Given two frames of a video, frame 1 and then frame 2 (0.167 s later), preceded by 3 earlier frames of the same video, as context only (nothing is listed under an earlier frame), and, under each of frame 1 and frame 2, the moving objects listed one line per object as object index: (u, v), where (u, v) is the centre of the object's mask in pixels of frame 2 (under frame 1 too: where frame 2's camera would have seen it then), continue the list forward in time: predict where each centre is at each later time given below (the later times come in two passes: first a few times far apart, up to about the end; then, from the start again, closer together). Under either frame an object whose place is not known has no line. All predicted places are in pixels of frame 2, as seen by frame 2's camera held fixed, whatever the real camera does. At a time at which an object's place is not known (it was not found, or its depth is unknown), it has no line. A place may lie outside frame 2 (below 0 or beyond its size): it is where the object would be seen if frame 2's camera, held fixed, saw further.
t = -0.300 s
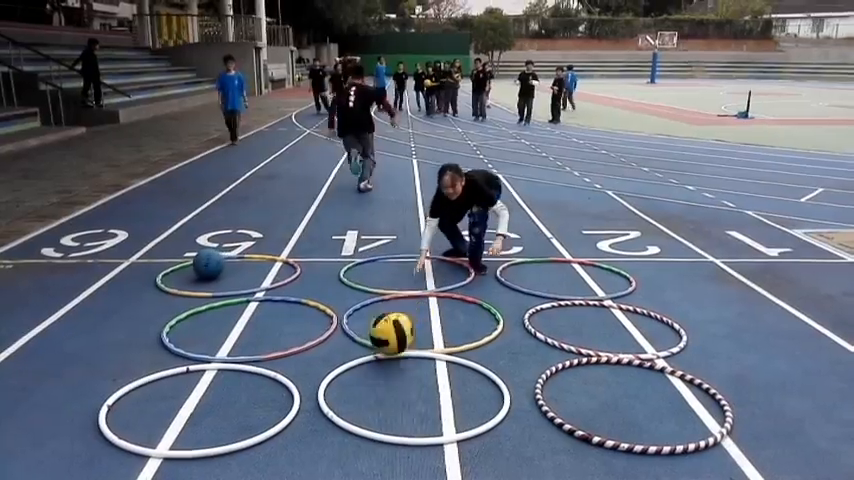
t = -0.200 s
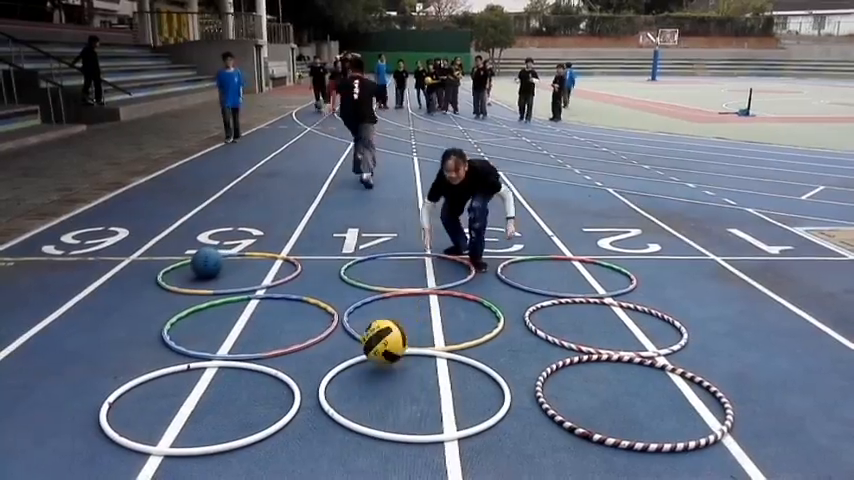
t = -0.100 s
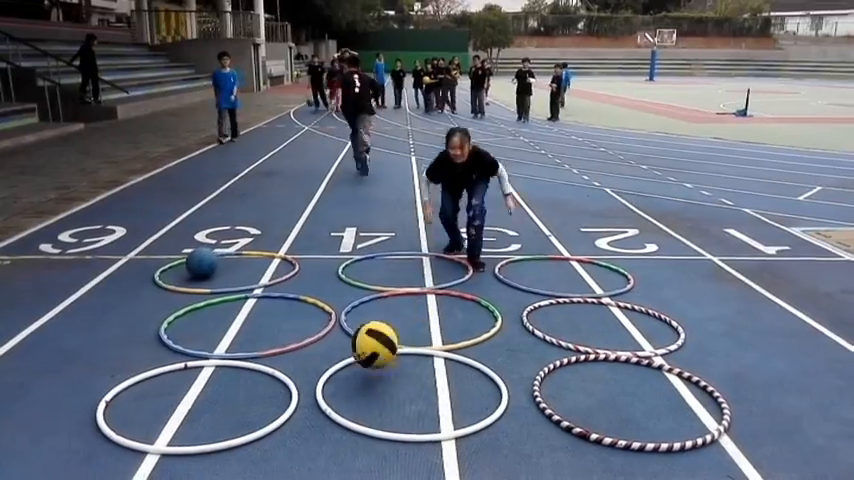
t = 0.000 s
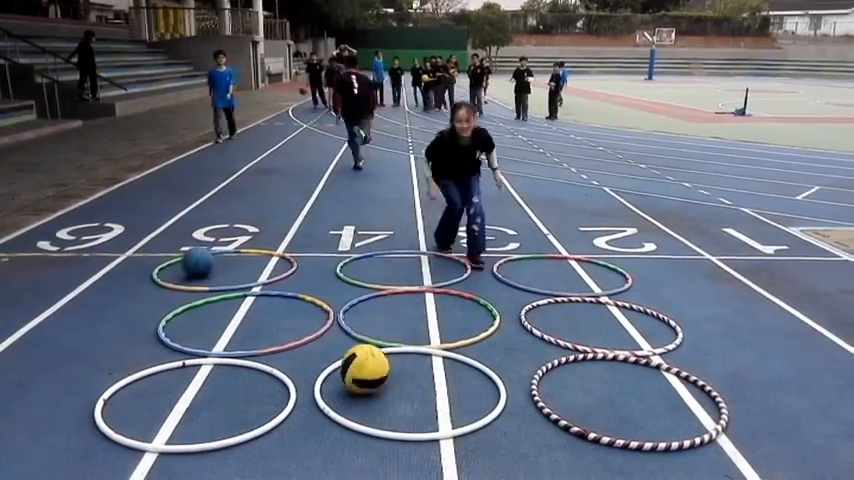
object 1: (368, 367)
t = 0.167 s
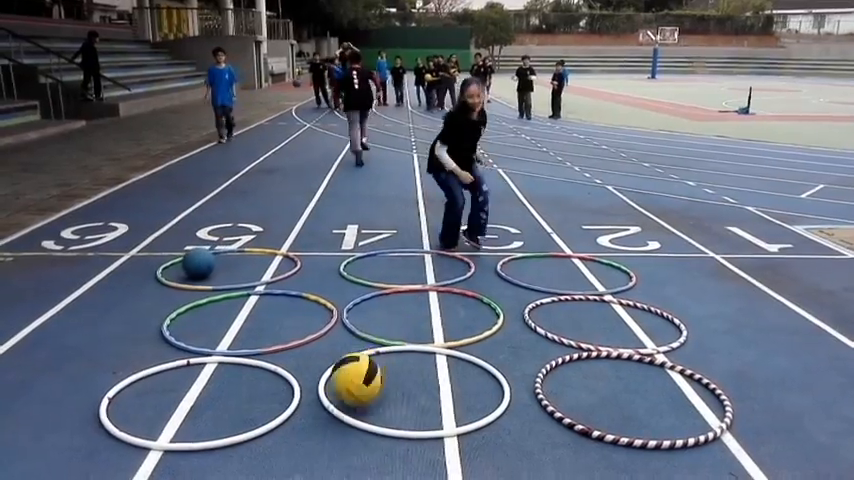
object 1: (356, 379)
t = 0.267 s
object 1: (355, 385)
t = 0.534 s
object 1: (369, 401)
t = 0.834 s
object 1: (377, 440)
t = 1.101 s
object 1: (386, 460)
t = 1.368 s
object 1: (397, 478)
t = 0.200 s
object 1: (353, 388)
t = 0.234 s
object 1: (352, 390)
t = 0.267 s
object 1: (355, 385)
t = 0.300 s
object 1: (358, 382)
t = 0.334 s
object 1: (360, 382)
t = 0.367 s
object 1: (362, 385)
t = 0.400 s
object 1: (364, 390)
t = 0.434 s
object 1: (366, 399)
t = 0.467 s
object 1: (367, 404)
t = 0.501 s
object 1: (368, 401)
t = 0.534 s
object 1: (369, 401)
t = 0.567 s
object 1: (370, 404)
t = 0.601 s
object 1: (370, 409)
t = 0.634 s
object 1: (372, 418)
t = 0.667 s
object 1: (372, 428)
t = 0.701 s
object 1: (373, 424)
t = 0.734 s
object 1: (374, 424)
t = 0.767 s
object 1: (375, 426)
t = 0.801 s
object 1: (377, 431)
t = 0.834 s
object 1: (377, 440)
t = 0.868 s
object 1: (378, 444)
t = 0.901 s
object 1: (379, 442)
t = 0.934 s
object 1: (381, 444)
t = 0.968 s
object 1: (382, 449)
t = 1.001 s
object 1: (383, 455)
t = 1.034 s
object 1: (384, 456)
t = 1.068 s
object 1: (386, 457)
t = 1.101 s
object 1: (386, 460)
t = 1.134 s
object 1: (388, 463)
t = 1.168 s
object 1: (389, 464)
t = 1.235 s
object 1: (392, 469)
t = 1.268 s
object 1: (393, 471)
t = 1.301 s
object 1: (395, 474)
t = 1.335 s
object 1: (396, 478)
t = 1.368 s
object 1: (397, 478)
